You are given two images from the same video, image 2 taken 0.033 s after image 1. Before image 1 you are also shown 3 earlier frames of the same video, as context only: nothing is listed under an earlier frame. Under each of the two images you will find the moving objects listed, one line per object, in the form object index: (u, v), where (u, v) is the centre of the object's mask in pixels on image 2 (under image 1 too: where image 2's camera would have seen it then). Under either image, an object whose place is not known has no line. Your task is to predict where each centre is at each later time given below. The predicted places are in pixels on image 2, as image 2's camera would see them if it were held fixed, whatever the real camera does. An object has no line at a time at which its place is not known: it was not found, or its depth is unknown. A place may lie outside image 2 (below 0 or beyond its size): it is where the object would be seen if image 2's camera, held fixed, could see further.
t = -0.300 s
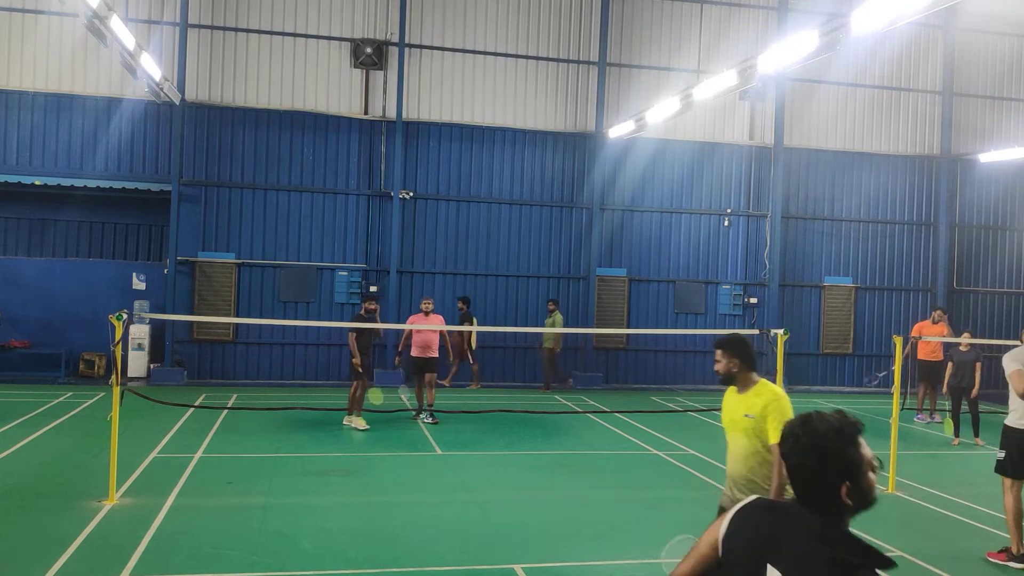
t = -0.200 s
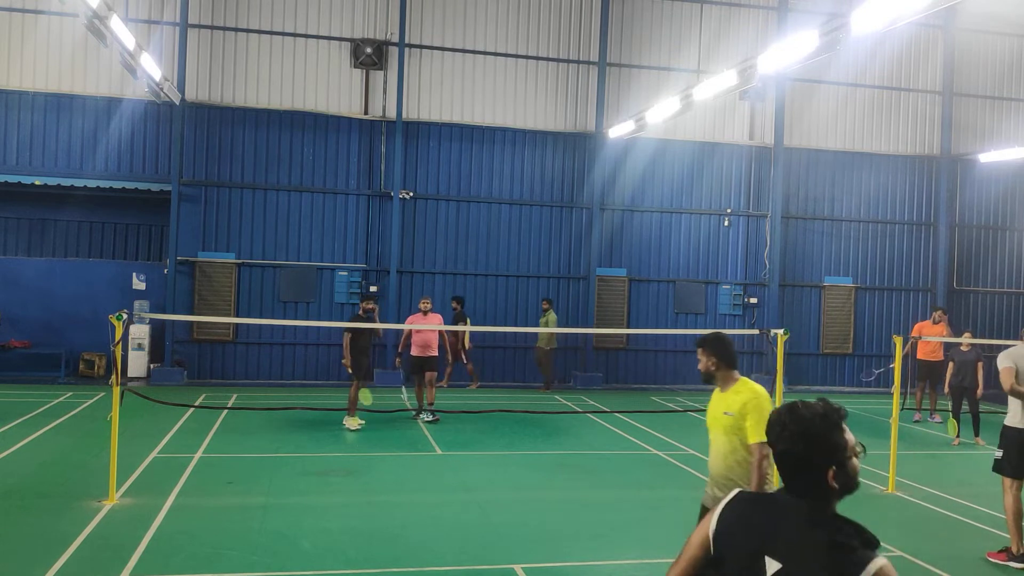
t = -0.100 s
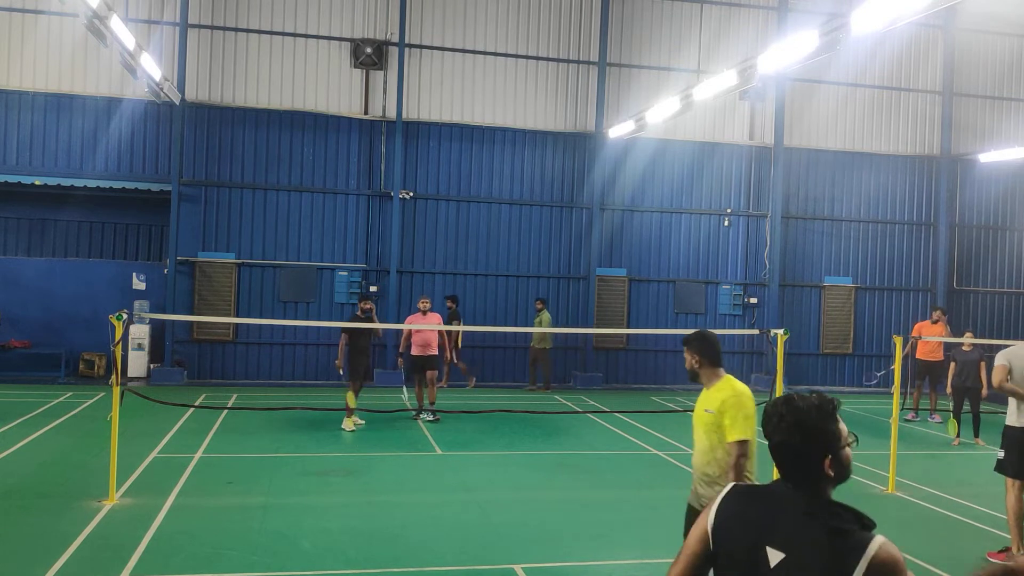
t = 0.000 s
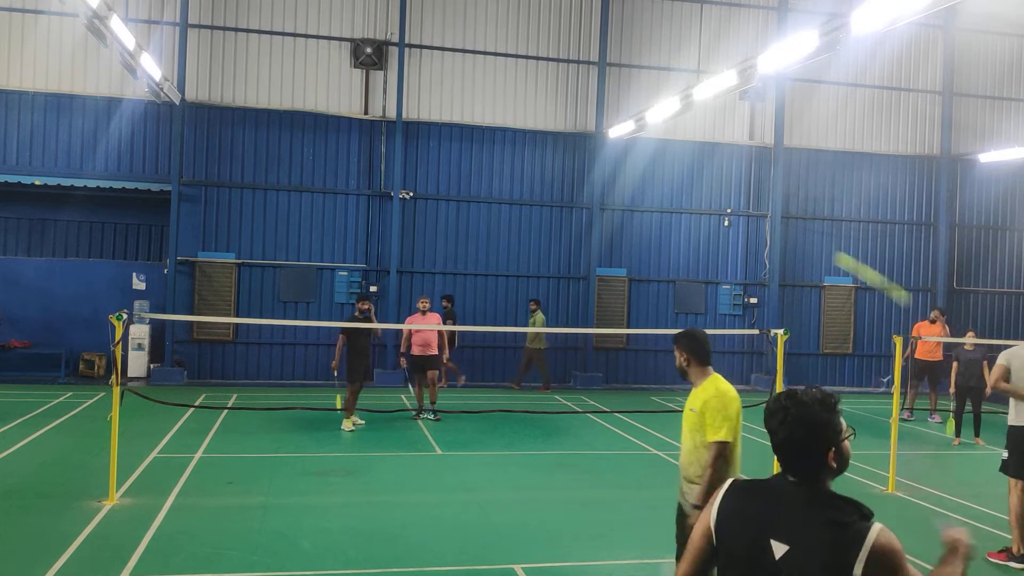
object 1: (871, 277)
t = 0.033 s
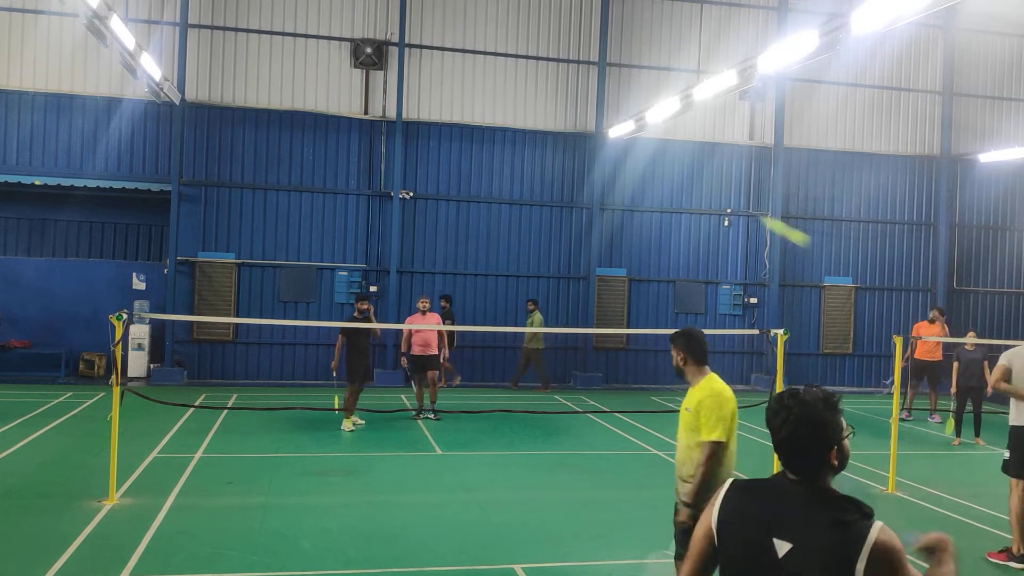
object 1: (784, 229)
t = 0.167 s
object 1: (624, 153)
